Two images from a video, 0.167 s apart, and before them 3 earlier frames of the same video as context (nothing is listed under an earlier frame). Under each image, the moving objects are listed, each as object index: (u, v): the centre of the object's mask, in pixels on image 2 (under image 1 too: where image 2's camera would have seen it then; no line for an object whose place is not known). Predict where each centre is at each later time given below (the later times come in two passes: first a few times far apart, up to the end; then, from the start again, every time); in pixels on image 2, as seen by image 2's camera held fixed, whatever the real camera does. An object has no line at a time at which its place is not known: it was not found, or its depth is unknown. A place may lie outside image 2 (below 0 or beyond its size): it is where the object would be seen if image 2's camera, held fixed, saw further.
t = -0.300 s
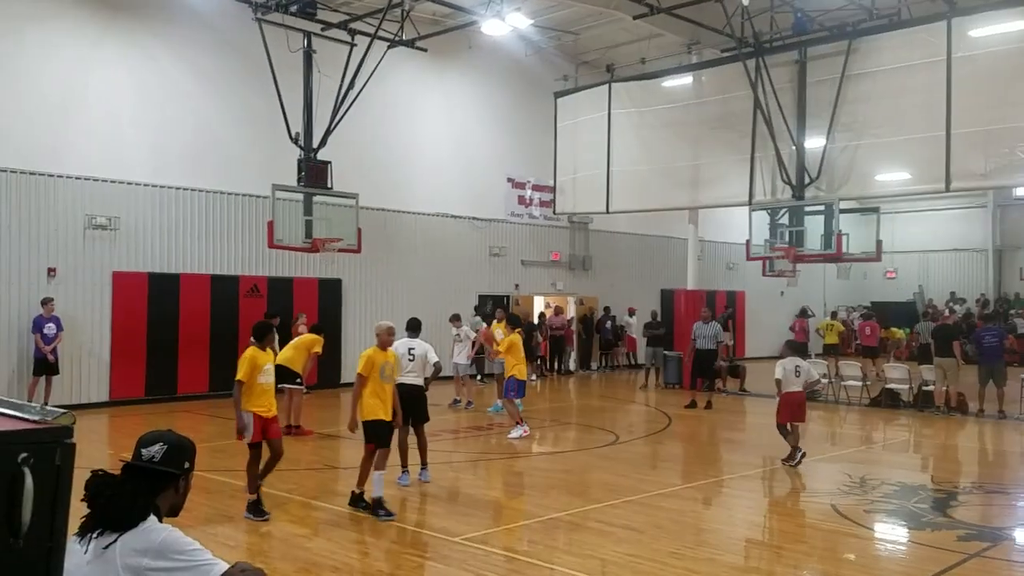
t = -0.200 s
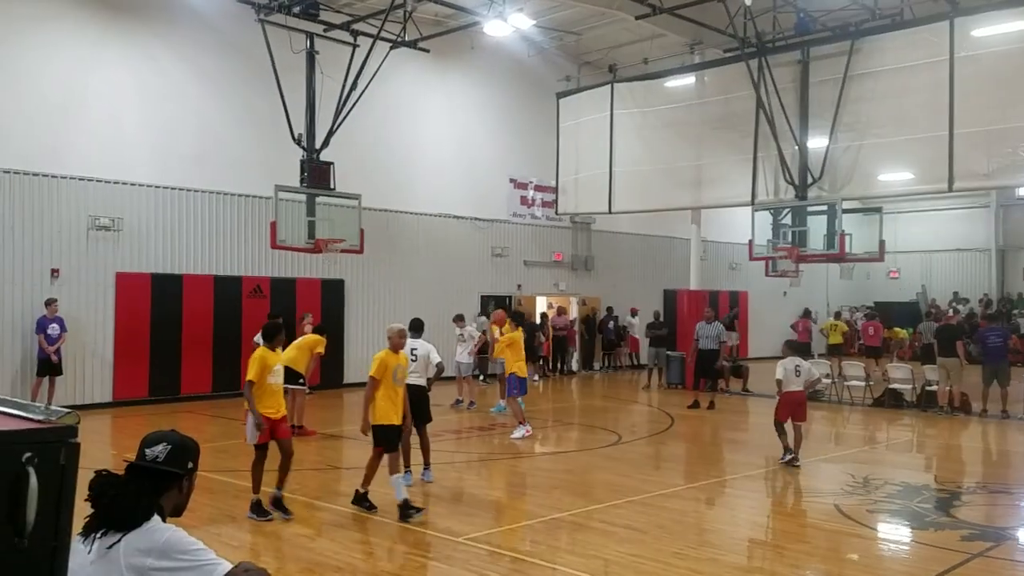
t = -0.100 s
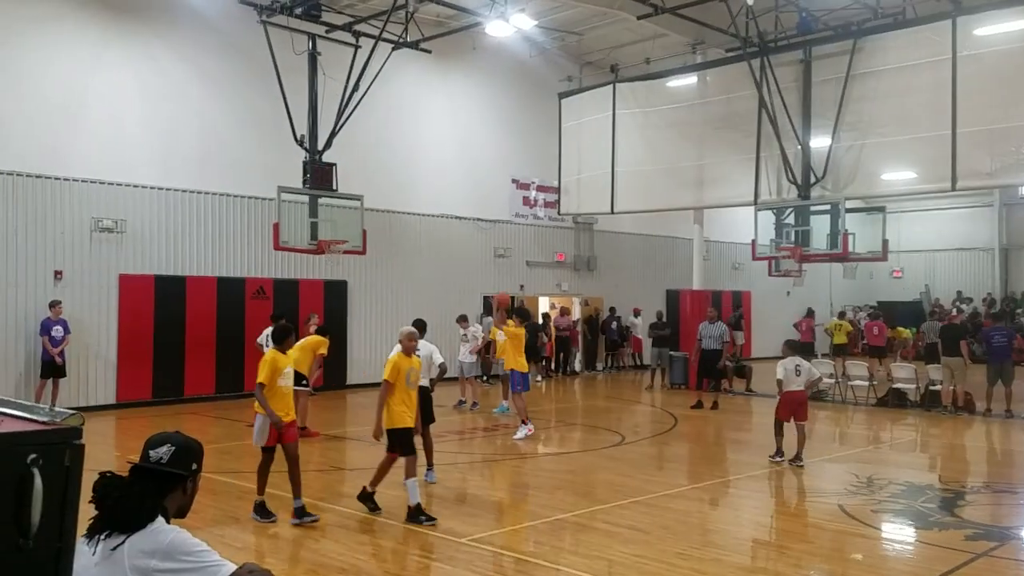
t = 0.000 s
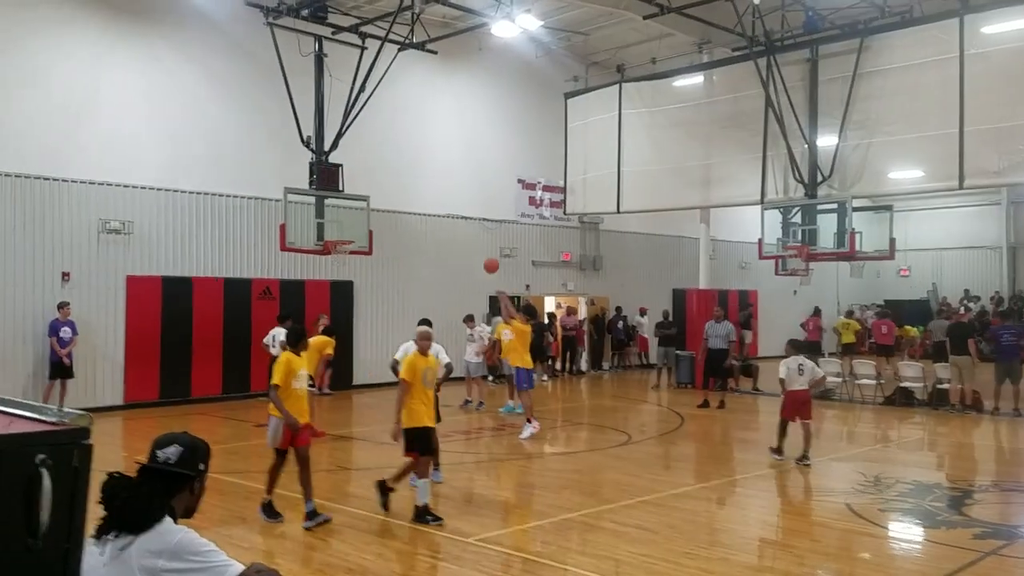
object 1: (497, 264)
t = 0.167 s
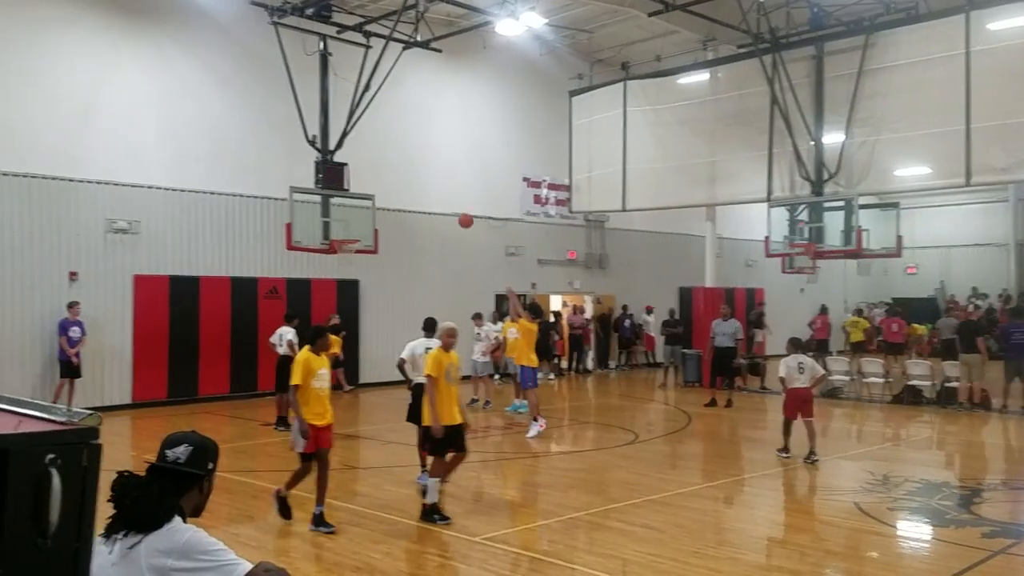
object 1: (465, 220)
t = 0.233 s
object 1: (453, 209)
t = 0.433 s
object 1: (419, 190)
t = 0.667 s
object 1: (384, 198)
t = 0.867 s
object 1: (355, 229)
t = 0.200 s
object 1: (459, 214)
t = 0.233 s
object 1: (453, 209)
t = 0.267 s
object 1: (447, 204)
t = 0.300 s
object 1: (441, 200)
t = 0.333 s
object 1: (436, 196)
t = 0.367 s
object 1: (430, 194)
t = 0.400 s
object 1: (425, 192)
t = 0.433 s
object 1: (419, 190)
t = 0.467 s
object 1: (414, 190)
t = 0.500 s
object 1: (409, 190)
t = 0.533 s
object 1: (404, 190)
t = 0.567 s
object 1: (399, 191)
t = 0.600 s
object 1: (394, 193)
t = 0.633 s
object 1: (389, 196)
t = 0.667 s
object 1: (384, 198)
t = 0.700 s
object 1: (379, 202)
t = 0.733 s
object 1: (374, 206)
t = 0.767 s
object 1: (369, 211)
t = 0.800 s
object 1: (365, 216)
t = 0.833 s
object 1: (360, 222)
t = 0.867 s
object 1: (355, 229)
